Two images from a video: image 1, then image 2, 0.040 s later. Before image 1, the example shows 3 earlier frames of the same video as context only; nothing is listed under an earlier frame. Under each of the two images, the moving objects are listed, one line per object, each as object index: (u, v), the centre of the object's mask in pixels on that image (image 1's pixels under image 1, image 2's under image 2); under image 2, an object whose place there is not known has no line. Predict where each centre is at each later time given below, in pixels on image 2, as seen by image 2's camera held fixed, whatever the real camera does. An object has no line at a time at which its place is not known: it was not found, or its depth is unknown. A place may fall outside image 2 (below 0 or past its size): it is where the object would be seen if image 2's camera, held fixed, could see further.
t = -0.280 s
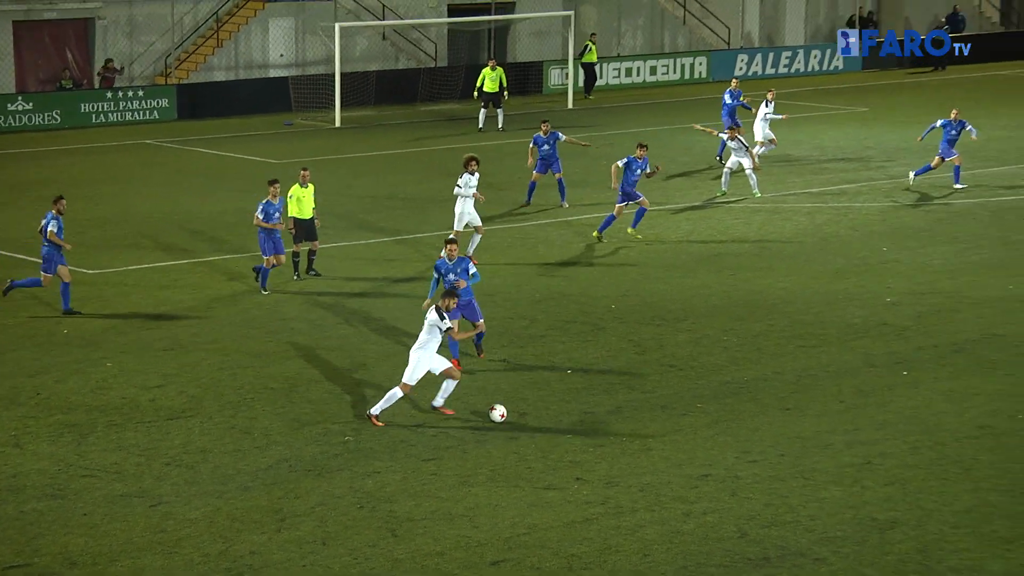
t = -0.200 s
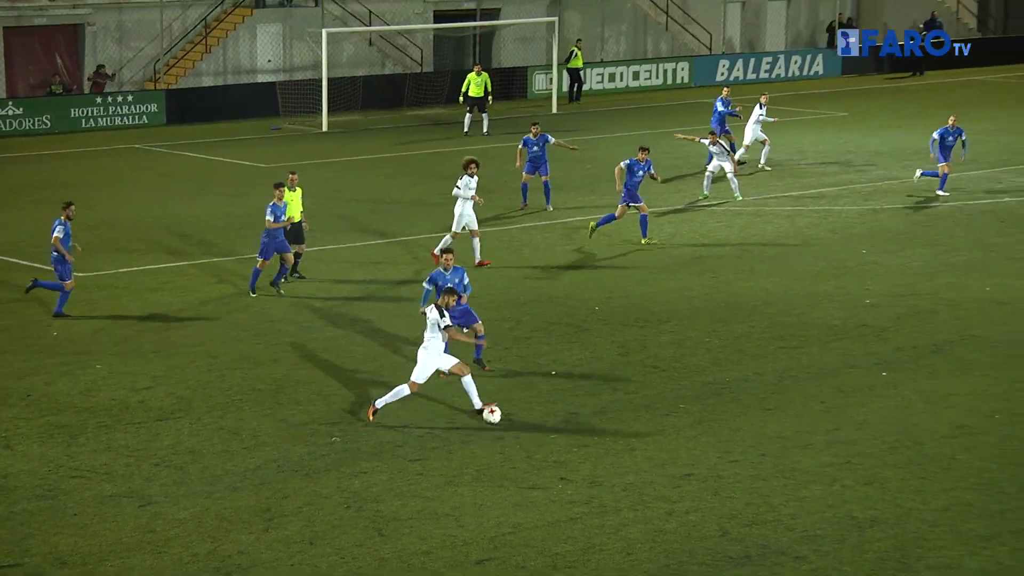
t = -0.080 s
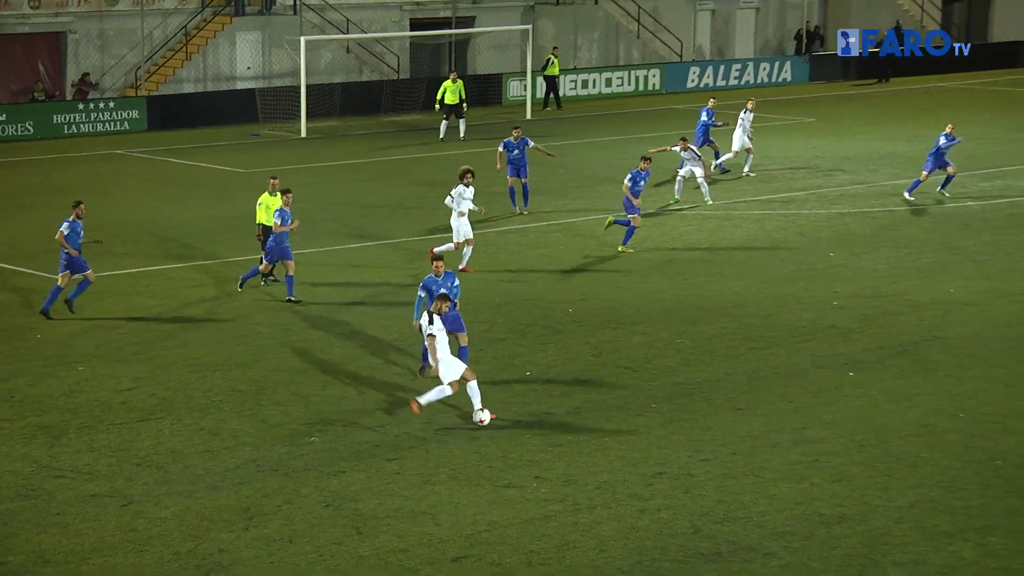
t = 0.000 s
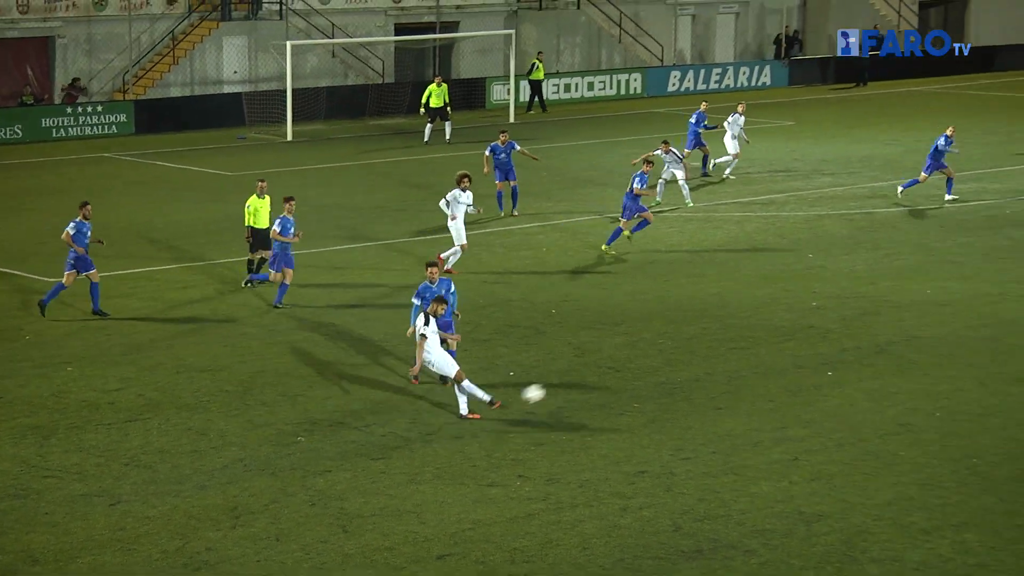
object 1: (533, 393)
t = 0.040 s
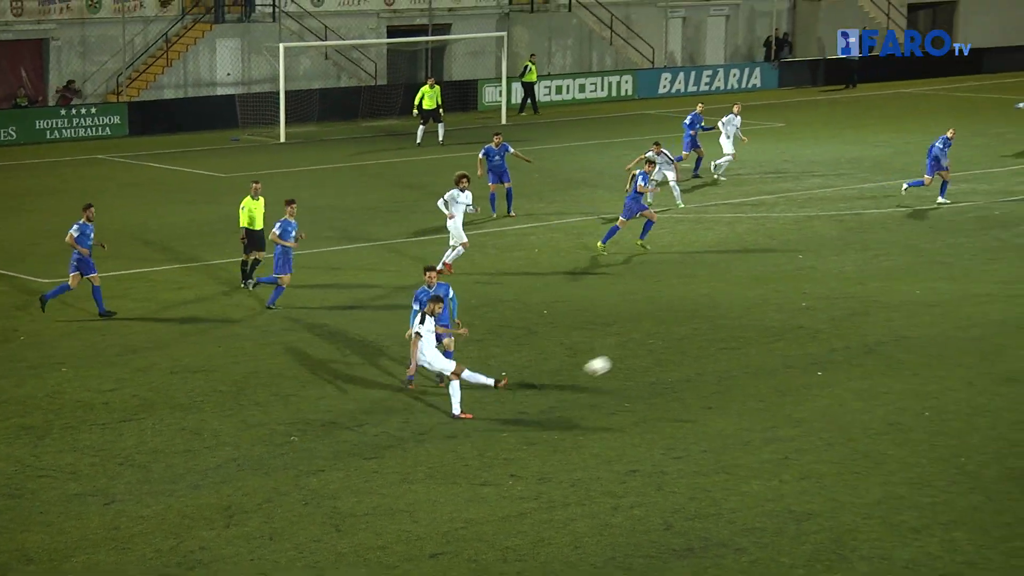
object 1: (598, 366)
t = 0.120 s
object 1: (738, 316)
